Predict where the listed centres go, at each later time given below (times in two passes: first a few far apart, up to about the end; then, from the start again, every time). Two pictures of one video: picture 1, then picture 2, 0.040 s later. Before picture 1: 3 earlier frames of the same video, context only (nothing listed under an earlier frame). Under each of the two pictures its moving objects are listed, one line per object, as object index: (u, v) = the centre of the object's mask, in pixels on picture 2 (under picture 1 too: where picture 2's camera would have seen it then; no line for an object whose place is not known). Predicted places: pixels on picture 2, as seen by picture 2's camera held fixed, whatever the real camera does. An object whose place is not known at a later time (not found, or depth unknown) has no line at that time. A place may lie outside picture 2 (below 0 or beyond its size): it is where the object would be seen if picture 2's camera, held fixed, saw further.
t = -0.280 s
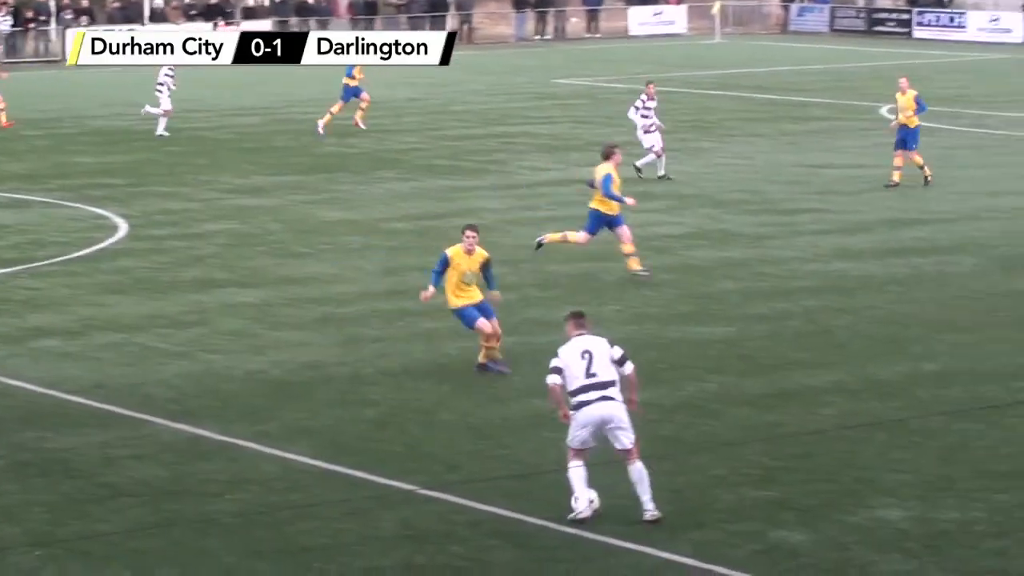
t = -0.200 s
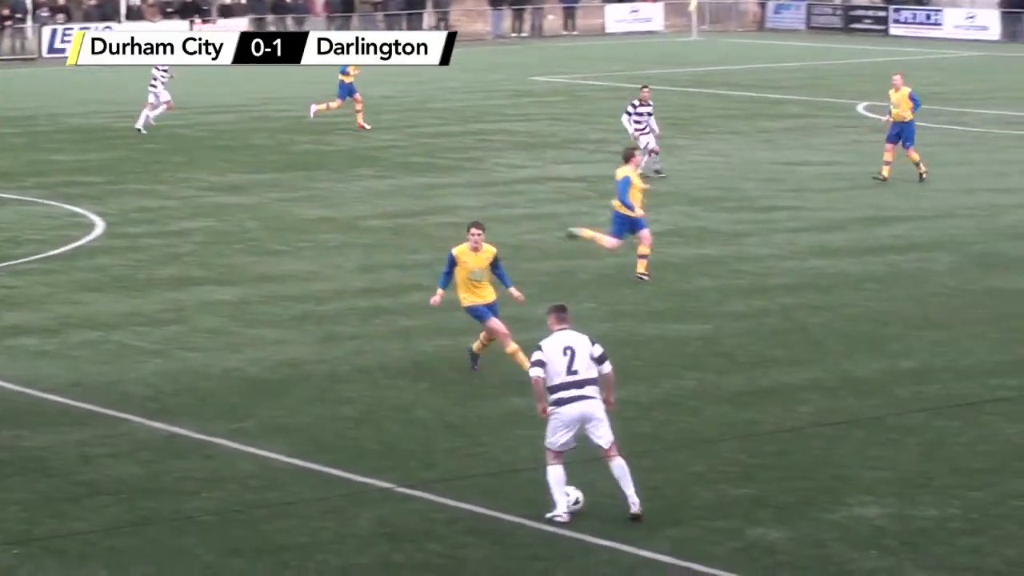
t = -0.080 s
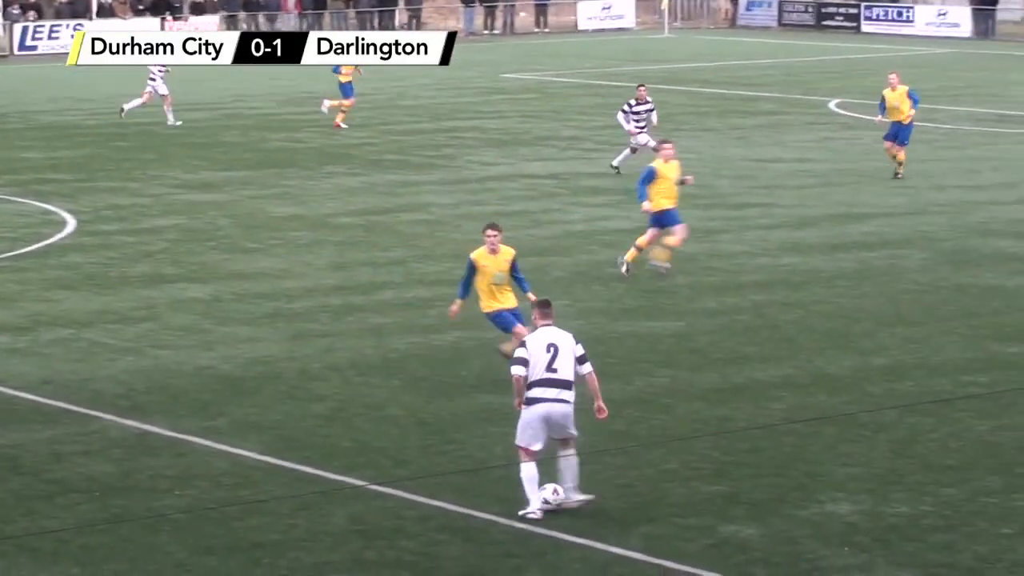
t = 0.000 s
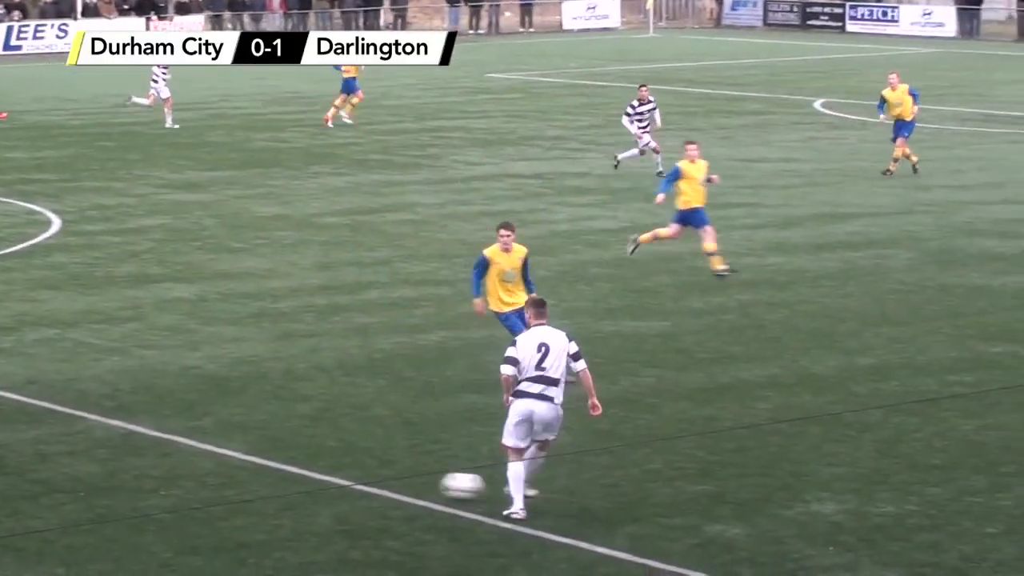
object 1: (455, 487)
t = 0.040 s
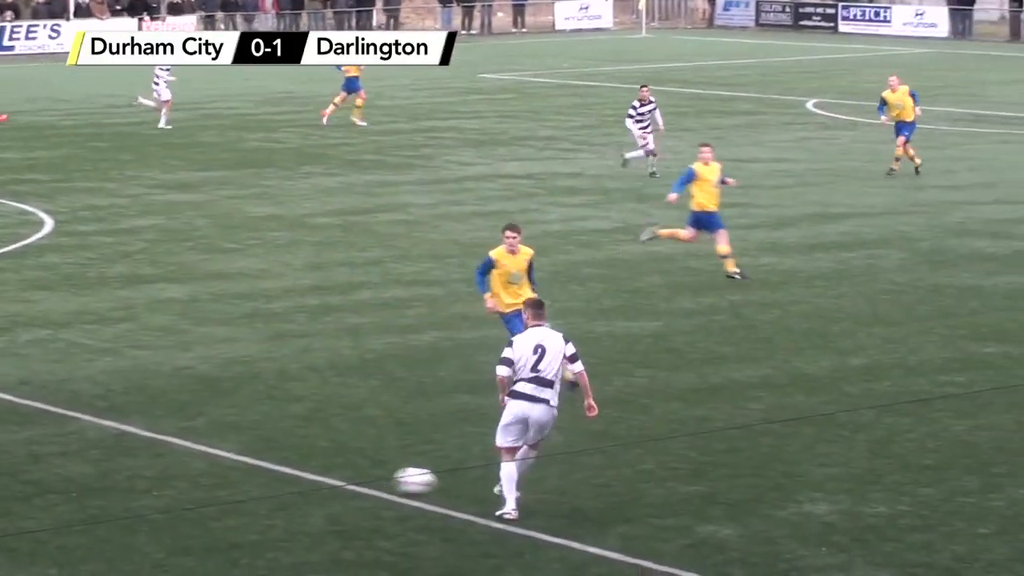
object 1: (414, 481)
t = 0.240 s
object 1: (236, 455)
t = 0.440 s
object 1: (91, 437)
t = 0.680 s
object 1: (-52, 420)
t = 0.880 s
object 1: (-147, 411)
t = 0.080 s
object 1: (376, 475)
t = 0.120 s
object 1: (339, 471)
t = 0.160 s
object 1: (305, 463)
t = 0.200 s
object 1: (270, 458)
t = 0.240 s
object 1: (236, 455)
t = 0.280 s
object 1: (205, 454)
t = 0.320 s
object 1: (175, 448)
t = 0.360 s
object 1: (147, 442)
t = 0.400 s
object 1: (119, 438)
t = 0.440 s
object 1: (91, 437)
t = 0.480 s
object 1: (64, 436)
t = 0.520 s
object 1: (40, 431)
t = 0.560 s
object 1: (16, 427)
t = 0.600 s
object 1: (-8, 425)
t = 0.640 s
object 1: (-31, 425)
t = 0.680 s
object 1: (-52, 420)
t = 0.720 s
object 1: (-72, 418)
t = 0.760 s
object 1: (-93, 417)
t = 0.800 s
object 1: (-112, 416)
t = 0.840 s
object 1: (-130, 412)
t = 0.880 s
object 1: (-147, 411)
